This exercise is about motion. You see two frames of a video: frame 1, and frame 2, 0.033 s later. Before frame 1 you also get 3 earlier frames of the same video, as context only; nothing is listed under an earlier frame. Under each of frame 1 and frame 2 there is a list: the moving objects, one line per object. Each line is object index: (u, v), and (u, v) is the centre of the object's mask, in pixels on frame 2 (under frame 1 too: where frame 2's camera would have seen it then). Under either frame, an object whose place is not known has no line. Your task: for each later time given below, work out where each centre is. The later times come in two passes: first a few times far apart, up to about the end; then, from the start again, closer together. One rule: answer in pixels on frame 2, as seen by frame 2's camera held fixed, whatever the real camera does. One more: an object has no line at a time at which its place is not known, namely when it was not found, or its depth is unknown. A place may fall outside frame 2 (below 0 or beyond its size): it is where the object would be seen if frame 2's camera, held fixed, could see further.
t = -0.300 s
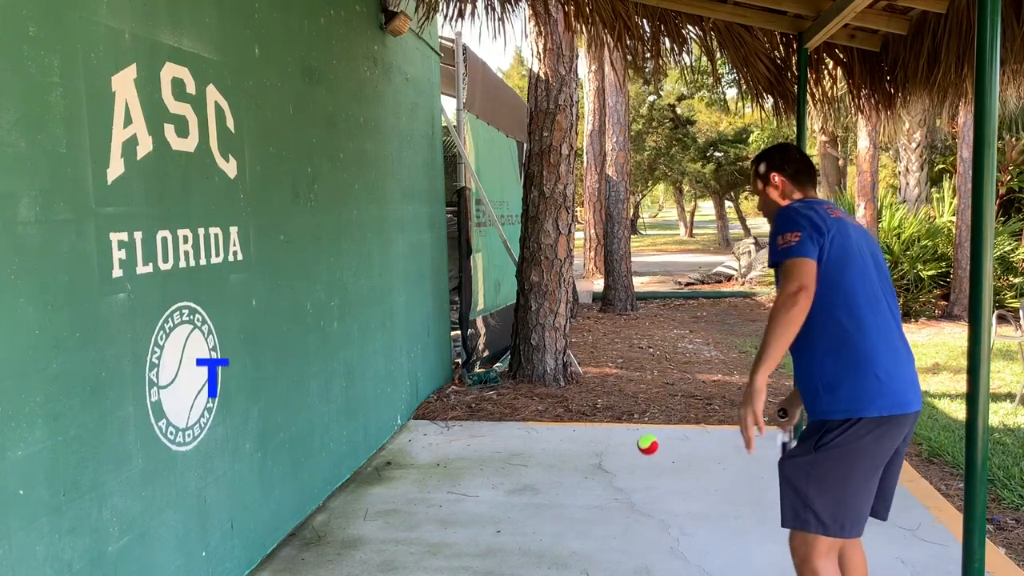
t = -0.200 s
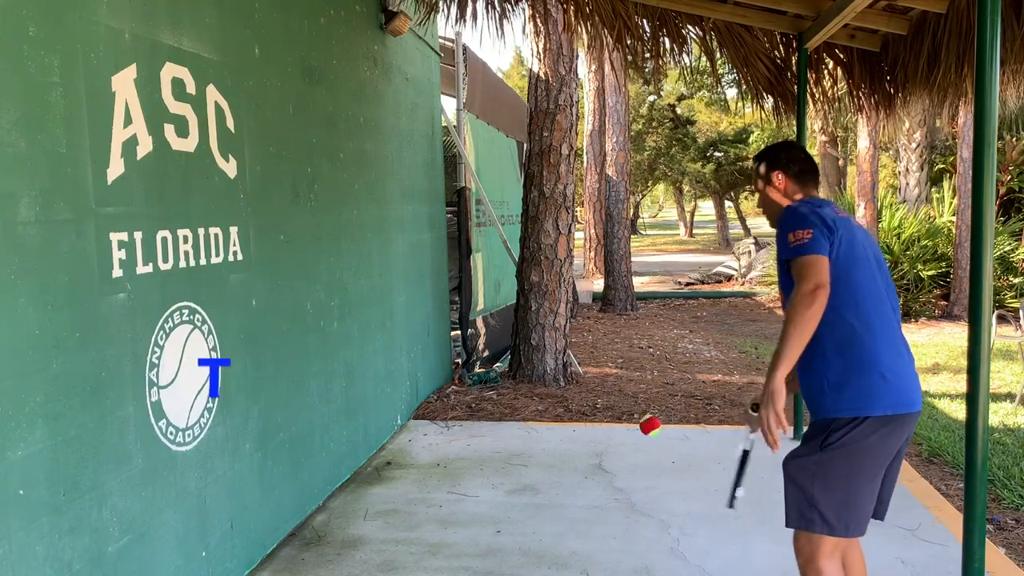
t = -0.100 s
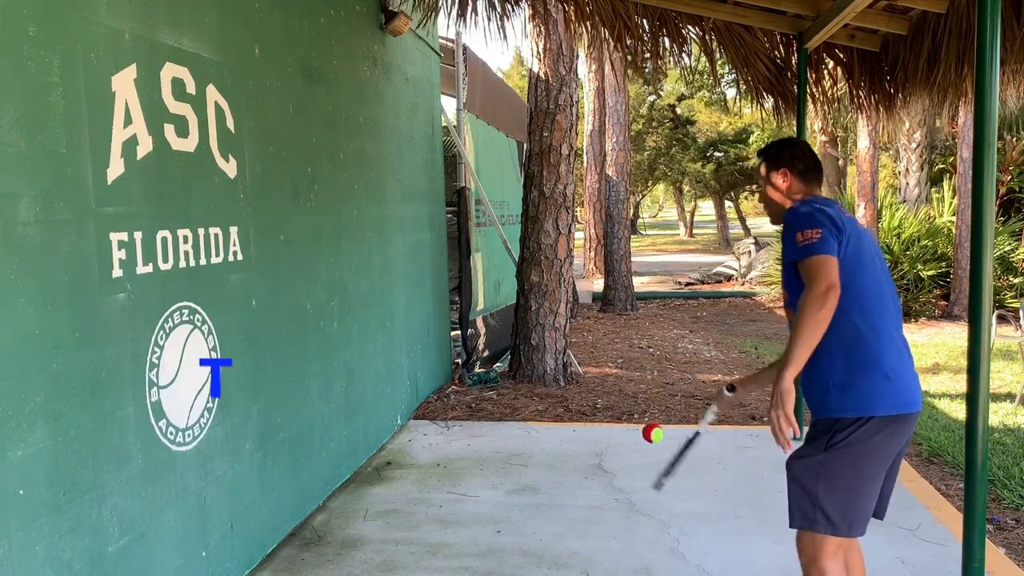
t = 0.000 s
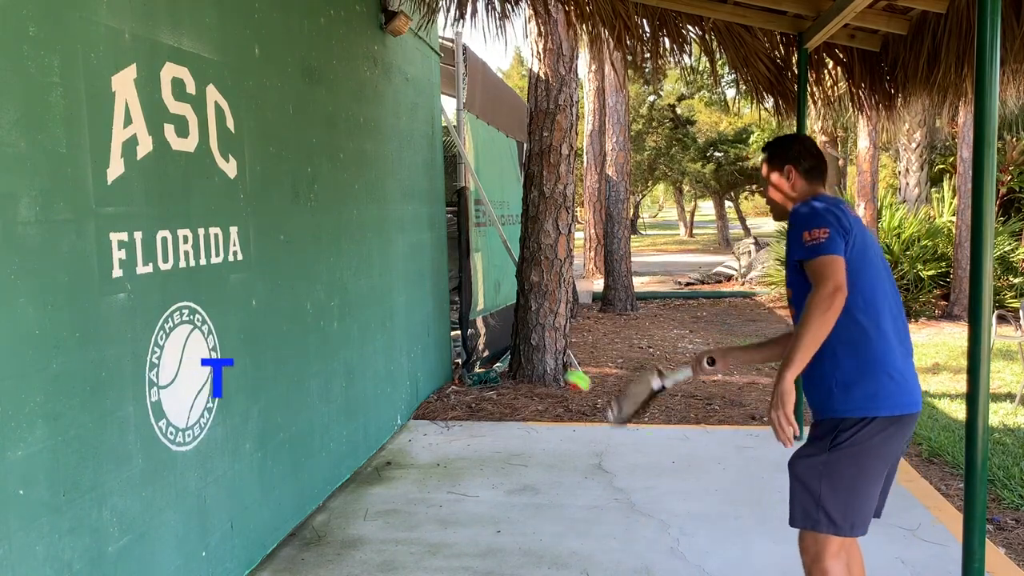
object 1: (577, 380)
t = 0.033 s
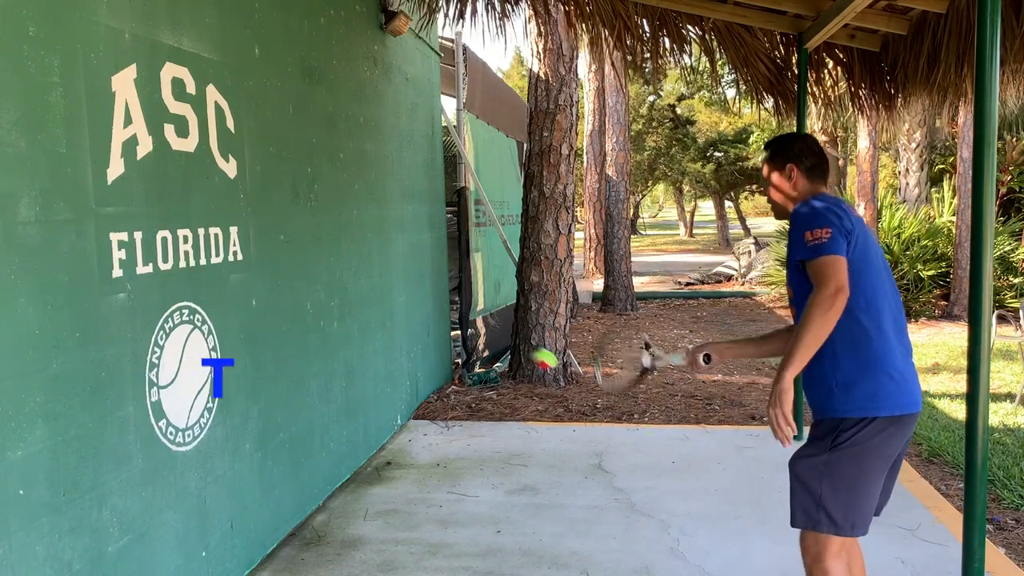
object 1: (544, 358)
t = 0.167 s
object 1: (422, 307)
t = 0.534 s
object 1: (384, 350)
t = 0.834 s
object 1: (583, 528)
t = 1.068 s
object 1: (673, 412)
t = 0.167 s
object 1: (422, 307)
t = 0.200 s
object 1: (392, 300)
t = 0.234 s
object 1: (365, 297)
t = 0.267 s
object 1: (338, 297)
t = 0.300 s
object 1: (311, 299)
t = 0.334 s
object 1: (286, 304)
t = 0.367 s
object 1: (268, 310)
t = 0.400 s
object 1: (291, 312)
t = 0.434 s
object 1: (315, 317)
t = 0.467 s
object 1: (338, 326)
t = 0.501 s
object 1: (361, 336)
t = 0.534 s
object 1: (384, 350)
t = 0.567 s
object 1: (407, 365)
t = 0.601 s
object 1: (431, 384)
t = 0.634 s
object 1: (455, 405)
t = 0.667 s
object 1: (478, 428)
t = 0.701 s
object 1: (500, 452)
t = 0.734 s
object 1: (523, 480)
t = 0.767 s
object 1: (547, 512)
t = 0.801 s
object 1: (569, 546)
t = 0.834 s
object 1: (583, 528)
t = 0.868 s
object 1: (596, 505)
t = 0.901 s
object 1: (608, 483)
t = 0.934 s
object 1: (621, 463)
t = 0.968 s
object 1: (633, 446)
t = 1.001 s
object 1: (646, 433)
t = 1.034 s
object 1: (660, 421)
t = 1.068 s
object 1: (673, 412)
